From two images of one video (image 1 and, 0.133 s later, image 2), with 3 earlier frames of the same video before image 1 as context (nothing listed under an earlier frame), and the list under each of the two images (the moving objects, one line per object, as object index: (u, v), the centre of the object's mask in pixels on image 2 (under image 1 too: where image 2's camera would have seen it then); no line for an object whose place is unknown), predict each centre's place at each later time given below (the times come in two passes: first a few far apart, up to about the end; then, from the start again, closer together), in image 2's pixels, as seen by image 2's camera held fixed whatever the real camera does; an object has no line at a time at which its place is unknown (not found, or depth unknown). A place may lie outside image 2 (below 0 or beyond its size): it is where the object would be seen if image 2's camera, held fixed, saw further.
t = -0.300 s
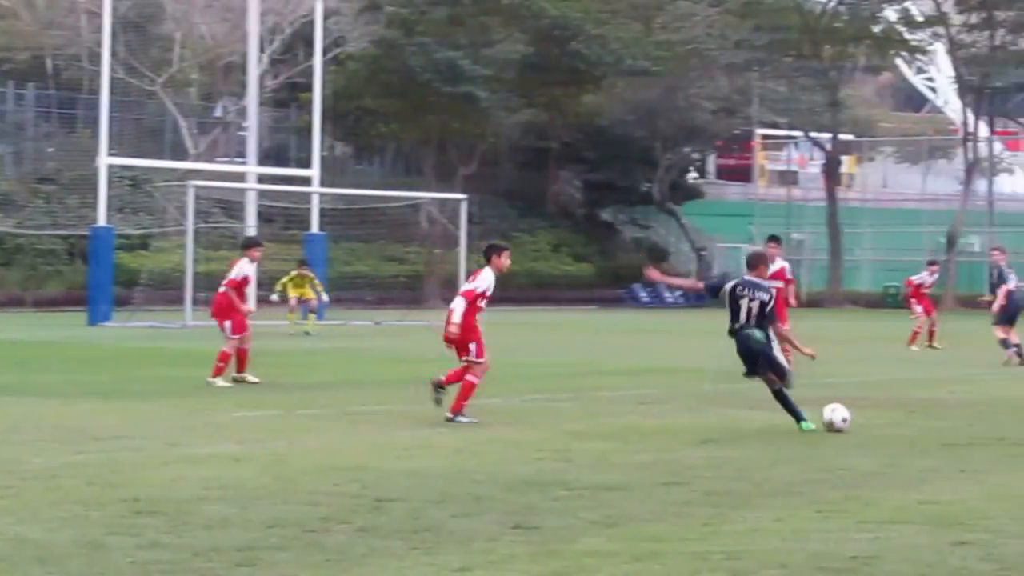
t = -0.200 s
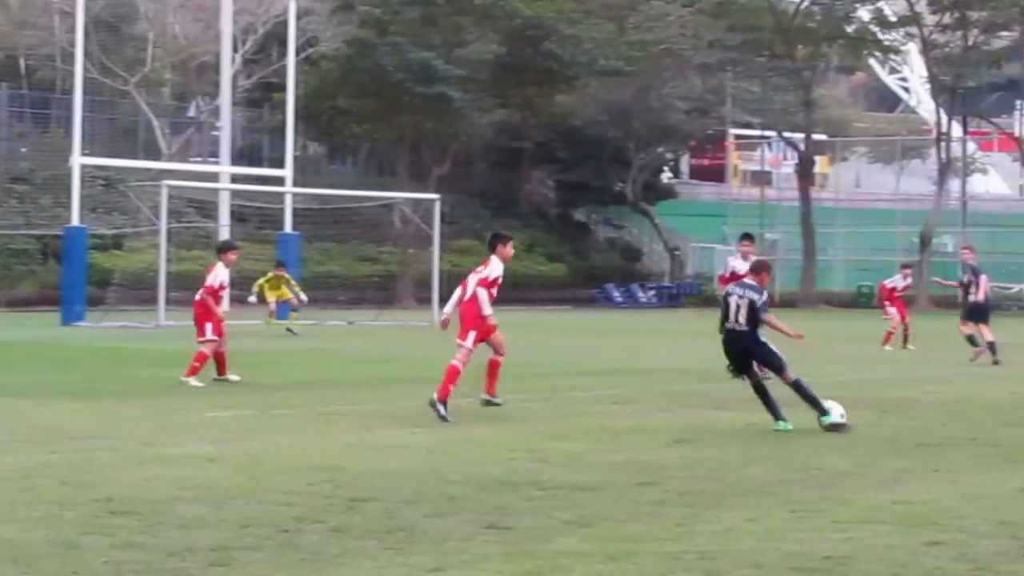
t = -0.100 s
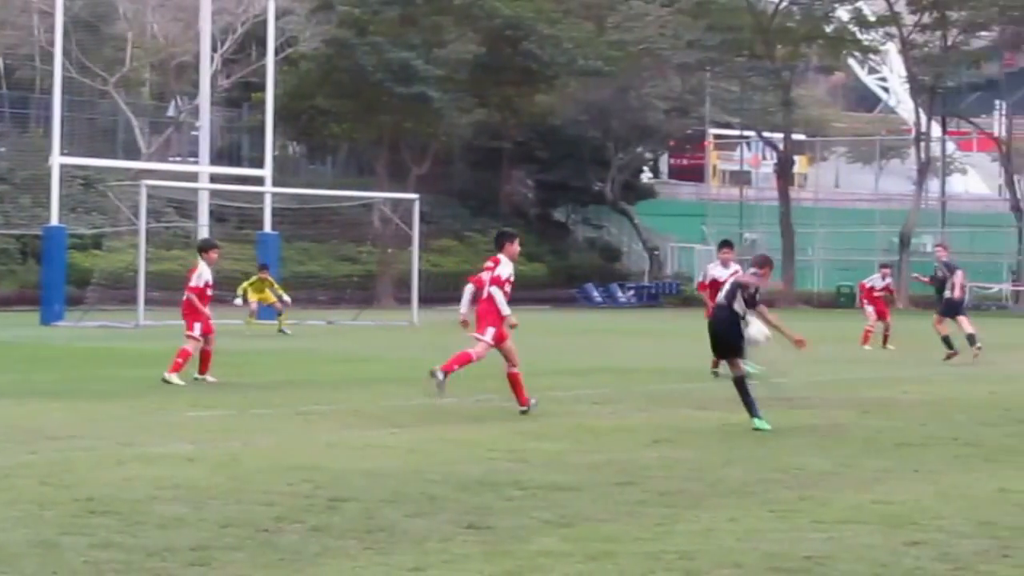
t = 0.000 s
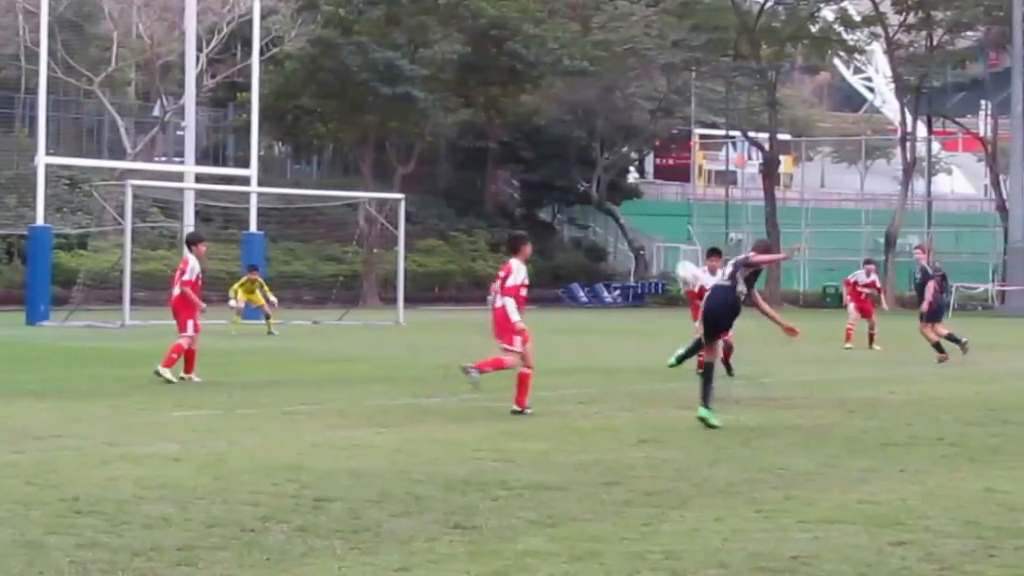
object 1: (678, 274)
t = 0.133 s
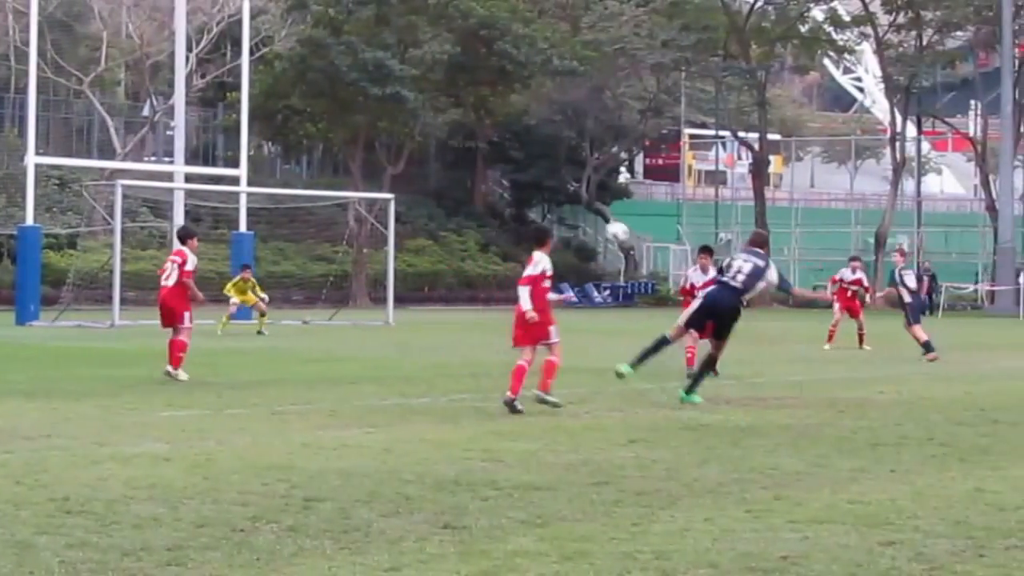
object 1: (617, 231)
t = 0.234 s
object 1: (574, 218)
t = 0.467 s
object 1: (486, 227)
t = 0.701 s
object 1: (408, 277)
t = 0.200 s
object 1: (588, 220)
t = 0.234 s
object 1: (574, 218)
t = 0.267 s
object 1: (561, 216)
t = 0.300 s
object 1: (547, 215)
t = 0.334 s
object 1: (535, 216)
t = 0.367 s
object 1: (521, 217)
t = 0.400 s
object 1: (509, 219)
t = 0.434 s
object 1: (498, 222)
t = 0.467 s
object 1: (486, 227)
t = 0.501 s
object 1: (474, 232)
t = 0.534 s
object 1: (463, 238)
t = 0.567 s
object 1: (452, 244)
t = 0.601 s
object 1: (440, 251)
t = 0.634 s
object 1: (429, 259)
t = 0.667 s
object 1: (419, 267)
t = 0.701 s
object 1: (408, 277)
